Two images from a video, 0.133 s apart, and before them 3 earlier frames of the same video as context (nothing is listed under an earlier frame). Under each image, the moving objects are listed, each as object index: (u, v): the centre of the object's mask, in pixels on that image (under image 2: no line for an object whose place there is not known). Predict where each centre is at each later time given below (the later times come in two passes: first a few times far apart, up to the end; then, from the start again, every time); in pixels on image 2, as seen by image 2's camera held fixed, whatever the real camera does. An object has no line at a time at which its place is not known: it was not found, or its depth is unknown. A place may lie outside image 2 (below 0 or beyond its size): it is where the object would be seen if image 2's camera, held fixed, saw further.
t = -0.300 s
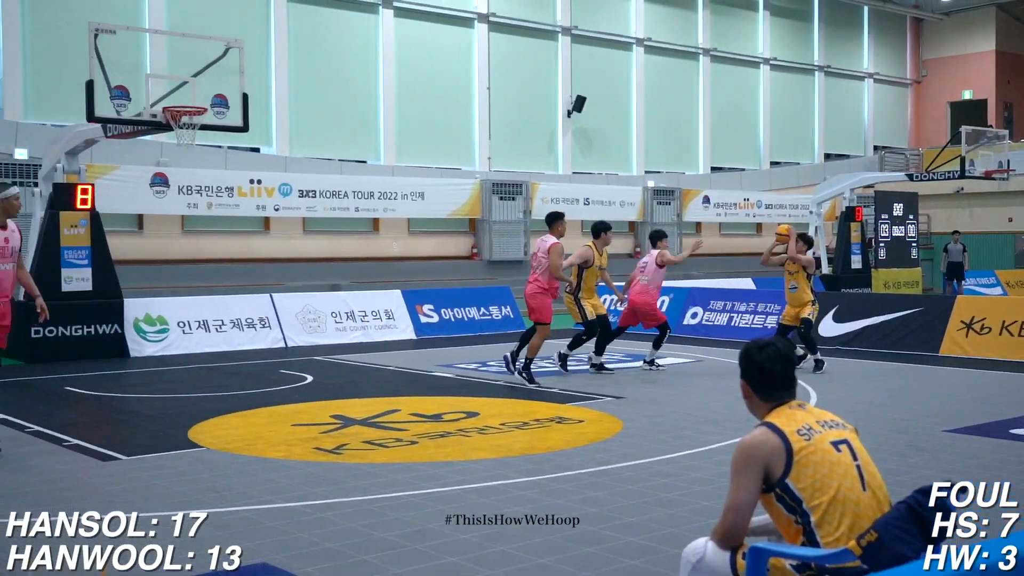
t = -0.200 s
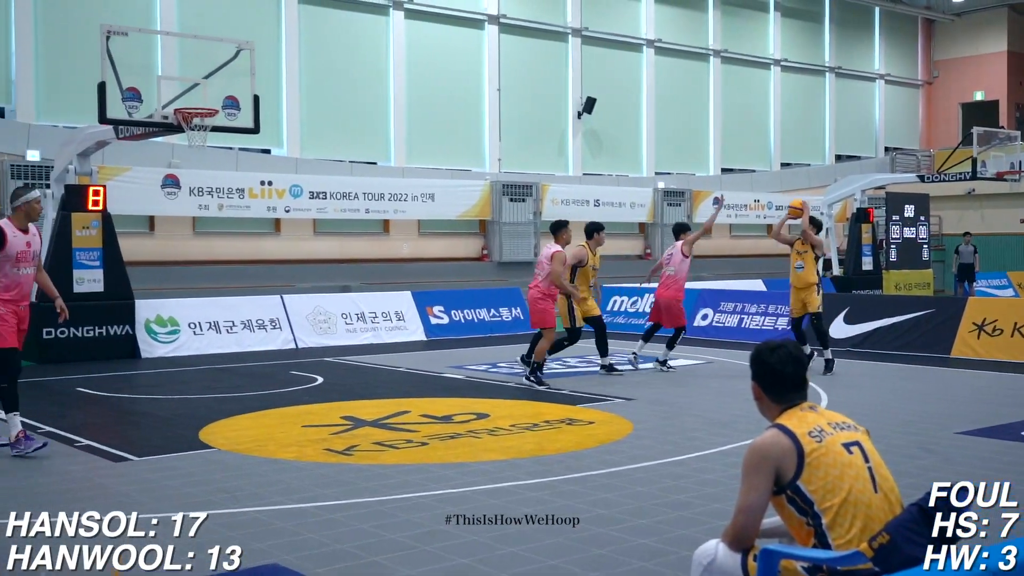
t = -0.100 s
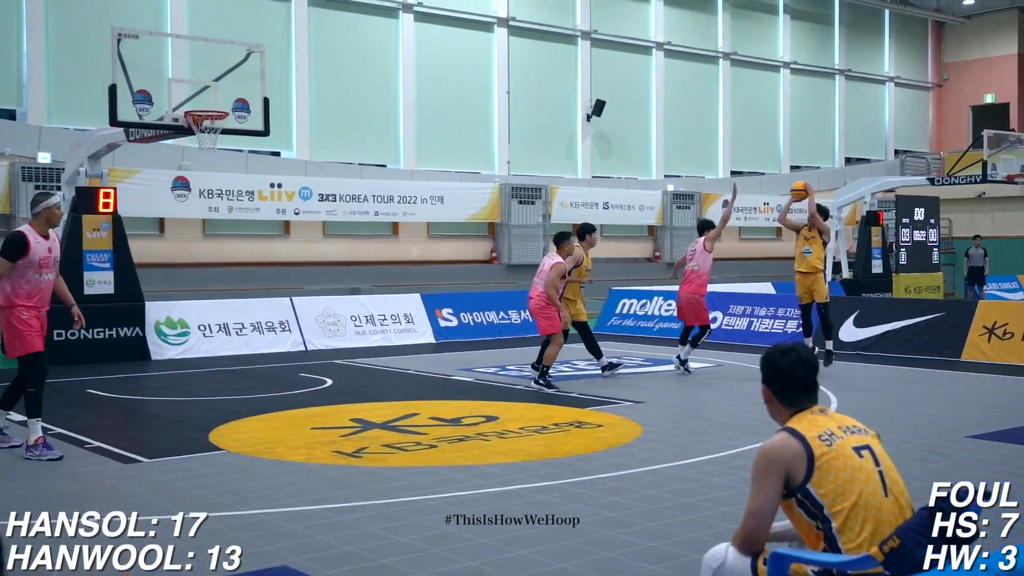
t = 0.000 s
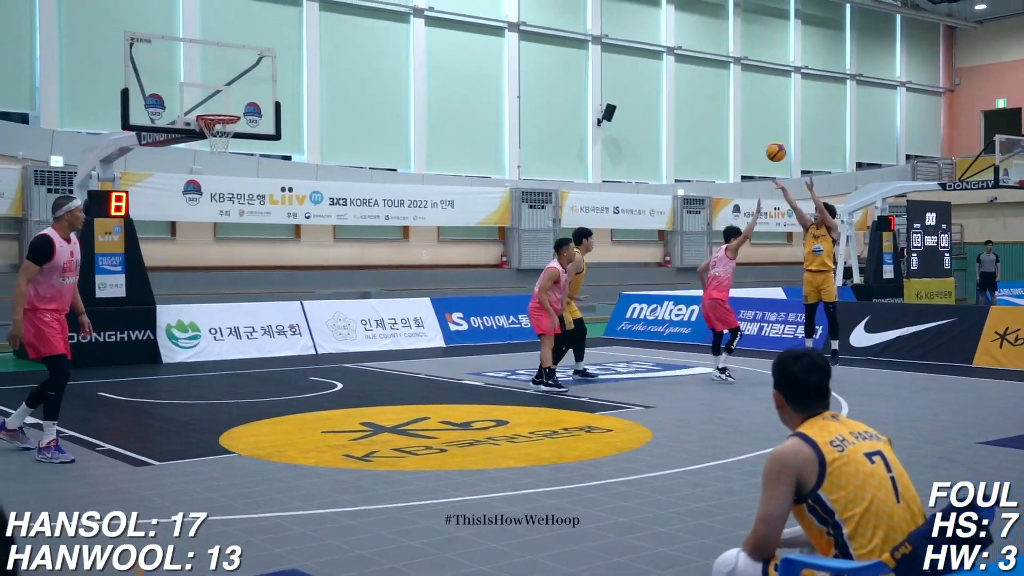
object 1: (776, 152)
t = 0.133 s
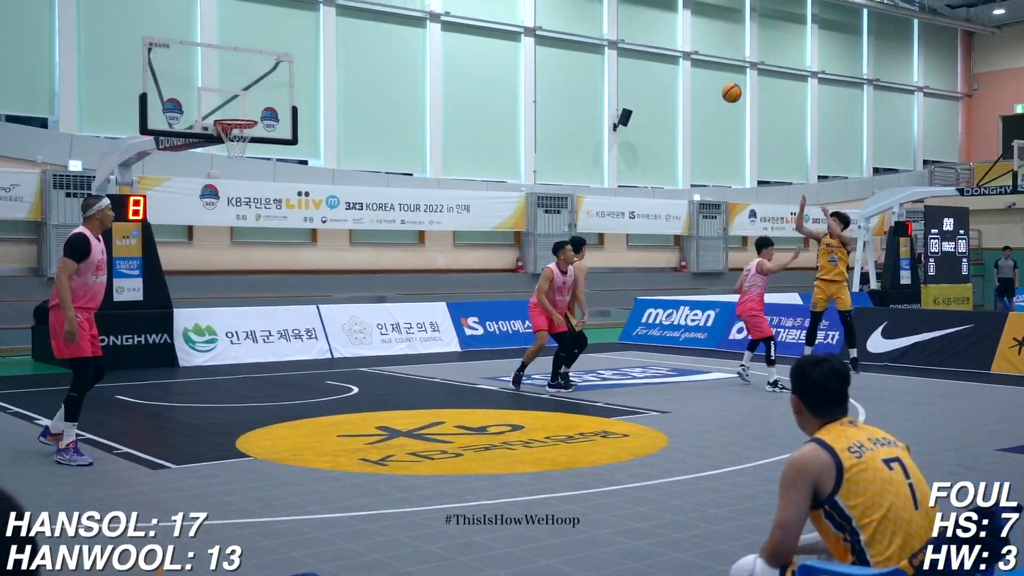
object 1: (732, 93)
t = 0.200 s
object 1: (701, 66)
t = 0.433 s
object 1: (595, 0)
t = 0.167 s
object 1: (717, 79)
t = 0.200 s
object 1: (701, 66)
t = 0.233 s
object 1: (687, 54)
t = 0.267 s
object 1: (671, 42)
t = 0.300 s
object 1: (656, 32)
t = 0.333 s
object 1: (641, 23)
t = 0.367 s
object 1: (626, 14)
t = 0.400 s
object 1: (610, 7)
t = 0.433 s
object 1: (595, 0)
